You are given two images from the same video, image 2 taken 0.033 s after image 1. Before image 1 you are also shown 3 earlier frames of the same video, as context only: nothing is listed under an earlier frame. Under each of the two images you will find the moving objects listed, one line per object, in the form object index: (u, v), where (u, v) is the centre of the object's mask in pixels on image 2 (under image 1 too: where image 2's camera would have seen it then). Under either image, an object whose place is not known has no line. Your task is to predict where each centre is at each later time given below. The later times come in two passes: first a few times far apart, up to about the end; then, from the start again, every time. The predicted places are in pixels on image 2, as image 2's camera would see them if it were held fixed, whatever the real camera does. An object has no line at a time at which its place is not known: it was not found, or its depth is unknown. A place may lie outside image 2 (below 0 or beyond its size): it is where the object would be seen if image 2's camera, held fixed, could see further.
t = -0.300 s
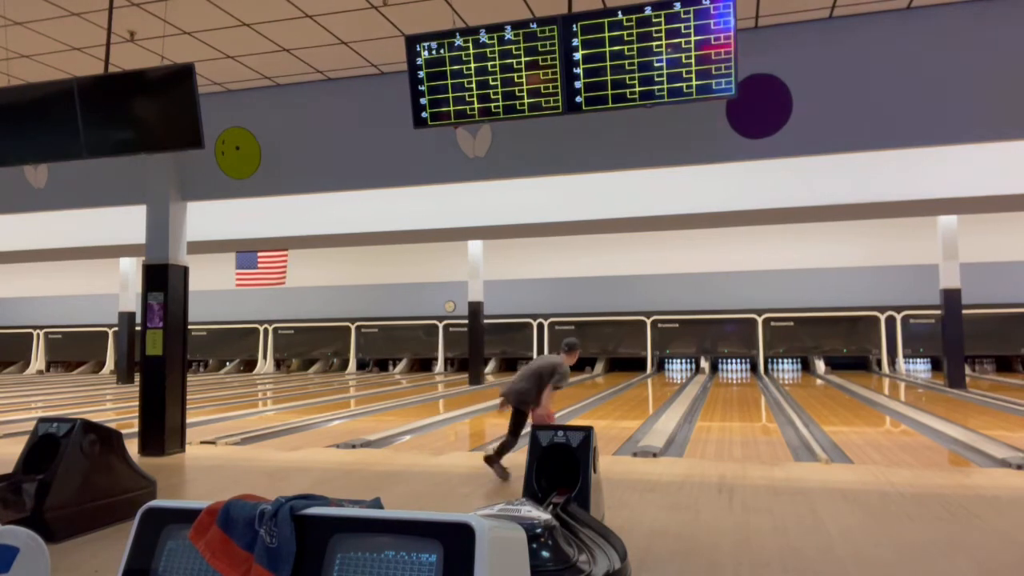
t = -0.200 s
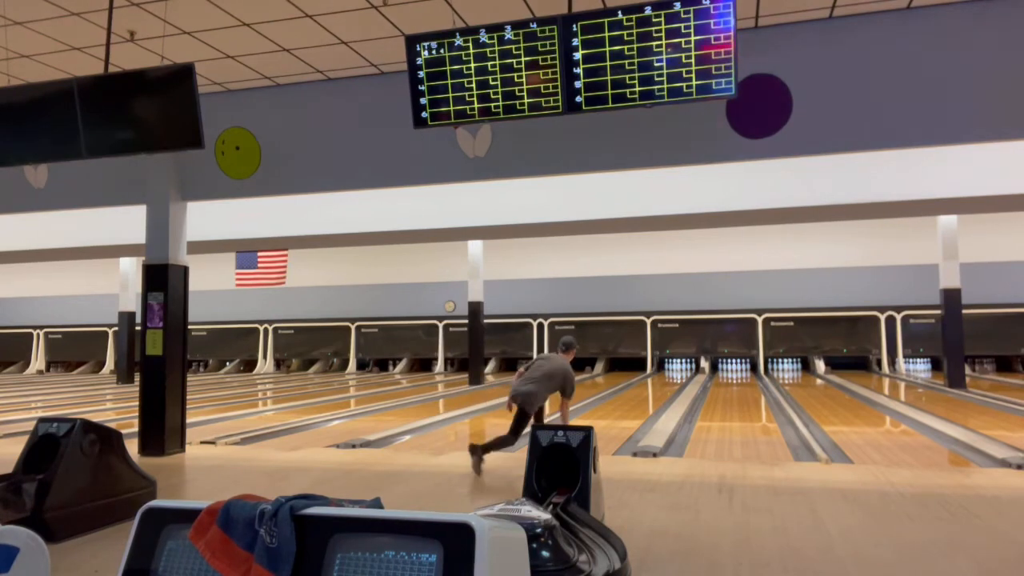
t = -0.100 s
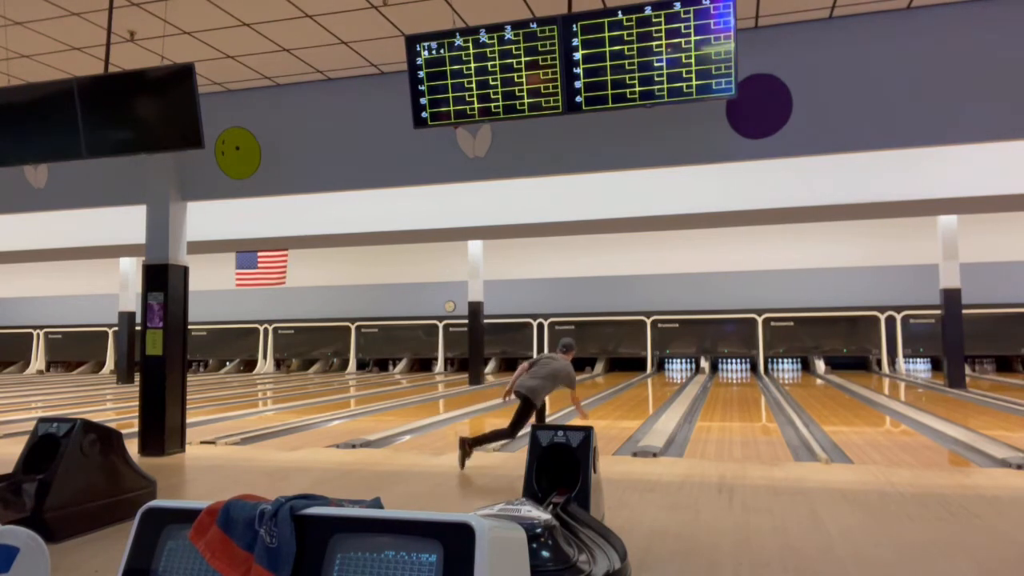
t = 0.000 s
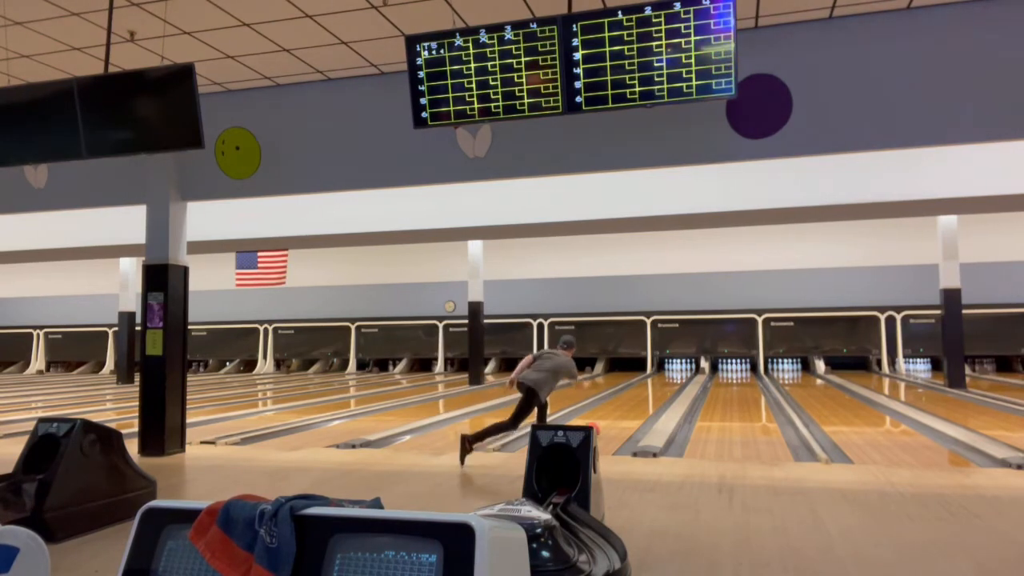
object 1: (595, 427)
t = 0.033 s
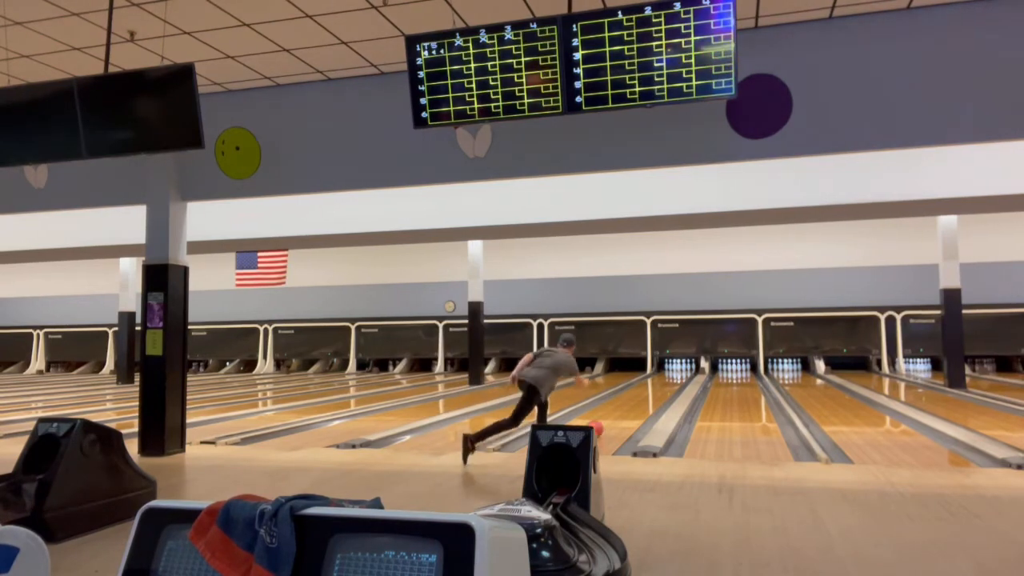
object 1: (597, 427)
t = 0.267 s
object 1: (617, 415)
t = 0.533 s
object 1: (635, 403)
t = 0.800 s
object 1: (648, 395)
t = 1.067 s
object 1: (659, 388)
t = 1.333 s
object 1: (667, 382)
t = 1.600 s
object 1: (673, 378)
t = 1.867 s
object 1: (677, 375)
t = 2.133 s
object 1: (679, 372)
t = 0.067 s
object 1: (599, 426)
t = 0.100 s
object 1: (602, 424)
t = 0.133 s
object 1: (605, 422)
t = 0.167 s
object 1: (608, 420)
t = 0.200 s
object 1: (611, 418)
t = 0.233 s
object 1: (614, 417)
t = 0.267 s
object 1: (617, 415)
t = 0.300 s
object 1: (620, 413)
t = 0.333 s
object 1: (622, 411)
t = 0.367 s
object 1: (624, 410)
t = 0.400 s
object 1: (627, 408)
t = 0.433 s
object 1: (629, 406)
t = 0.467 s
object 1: (631, 405)
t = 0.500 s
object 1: (633, 404)
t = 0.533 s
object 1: (635, 403)
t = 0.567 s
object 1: (637, 402)
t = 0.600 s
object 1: (639, 401)
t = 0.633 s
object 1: (640, 400)
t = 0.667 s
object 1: (642, 399)
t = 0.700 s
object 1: (644, 398)
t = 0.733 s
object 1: (646, 397)
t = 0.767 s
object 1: (647, 395)
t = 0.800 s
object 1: (648, 395)
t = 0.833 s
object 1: (650, 394)
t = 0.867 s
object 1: (651, 393)
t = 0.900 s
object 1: (653, 392)
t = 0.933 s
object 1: (654, 391)
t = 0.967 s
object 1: (655, 390)
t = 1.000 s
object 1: (656, 389)
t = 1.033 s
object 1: (658, 389)
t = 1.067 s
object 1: (659, 388)
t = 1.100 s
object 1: (660, 387)
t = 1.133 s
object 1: (661, 386)
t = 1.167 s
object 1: (662, 385)
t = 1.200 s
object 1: (663, 385)
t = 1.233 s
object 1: (663, 384)
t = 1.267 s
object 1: (665, 384)
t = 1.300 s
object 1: (665, 383)
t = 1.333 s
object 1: (667, 382)
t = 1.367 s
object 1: (667, 382)
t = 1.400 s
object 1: (668, 381)
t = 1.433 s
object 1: (669, 381)
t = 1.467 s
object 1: (669, 381)
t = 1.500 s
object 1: (670, 380)
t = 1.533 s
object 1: (672, 379)
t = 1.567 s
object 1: (672, 379)
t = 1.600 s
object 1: (673, 378)
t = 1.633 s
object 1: (673, 378)
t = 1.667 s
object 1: (674, 377)
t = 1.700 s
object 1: (675, 376)
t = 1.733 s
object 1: (675, 376)
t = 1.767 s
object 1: (676, 375)
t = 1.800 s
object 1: (676, 375)
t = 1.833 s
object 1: (677, 375)
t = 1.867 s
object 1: (677, 375)
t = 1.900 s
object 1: (678, 375)
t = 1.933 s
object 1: (678, 374)
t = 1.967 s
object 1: (678, 374)
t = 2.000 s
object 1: (679, 374)
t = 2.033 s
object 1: (678, 374)
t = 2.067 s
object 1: (679, 373)
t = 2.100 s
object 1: (679, 372)
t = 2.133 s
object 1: (679, 372)
